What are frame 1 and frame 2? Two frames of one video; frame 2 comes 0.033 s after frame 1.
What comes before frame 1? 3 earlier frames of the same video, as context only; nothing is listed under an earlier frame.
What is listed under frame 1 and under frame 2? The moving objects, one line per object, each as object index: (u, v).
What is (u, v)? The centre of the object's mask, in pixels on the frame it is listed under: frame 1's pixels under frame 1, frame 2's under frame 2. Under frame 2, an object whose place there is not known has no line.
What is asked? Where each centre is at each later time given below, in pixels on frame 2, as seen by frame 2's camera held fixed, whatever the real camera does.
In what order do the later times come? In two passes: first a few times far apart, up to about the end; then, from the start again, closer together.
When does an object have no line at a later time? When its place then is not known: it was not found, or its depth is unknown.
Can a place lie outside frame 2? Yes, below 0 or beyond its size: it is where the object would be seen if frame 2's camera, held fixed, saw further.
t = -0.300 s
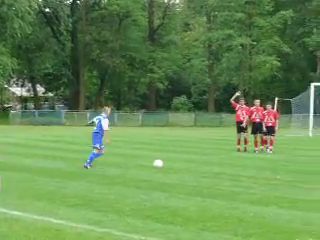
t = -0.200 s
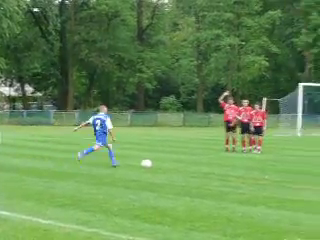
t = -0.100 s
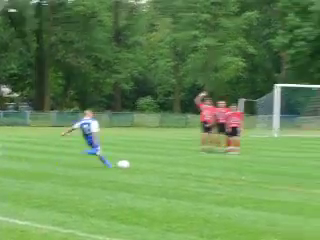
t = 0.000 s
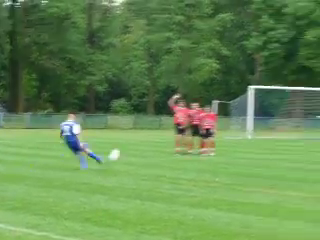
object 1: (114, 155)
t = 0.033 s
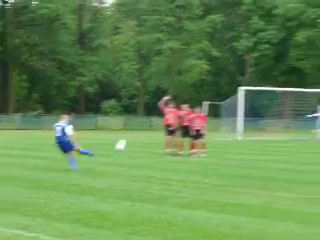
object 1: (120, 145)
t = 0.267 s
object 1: (206, 91)
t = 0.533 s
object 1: (265, 62)
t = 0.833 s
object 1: (302, 55)
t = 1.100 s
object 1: (319, 67)
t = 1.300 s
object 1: (326, 82)
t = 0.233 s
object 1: (197, 96)
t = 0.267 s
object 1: (206, 91)
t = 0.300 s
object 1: (216, 86)
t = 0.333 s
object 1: (224, 81)
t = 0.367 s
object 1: (232, 77)
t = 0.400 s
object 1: (240, 73)
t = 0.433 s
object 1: (247, 70)
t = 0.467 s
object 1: (253, 67)
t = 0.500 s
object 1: (259, 64)
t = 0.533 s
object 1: (265, 62)
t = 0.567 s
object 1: (270, 60)
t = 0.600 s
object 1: (275, 59)
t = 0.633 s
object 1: (280, 58)
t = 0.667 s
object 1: (284, 57)
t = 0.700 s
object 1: (288, 56)
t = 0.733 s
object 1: (291, 55)
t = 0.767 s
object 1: (295, 55)
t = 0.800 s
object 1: (298, 55)
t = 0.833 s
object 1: (302, 55)
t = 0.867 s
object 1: (305, 56)
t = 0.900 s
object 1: (307, 57)
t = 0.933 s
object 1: (310, 58)
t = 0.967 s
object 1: (312, 59)
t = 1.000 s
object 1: (313, 61)
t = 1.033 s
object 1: (316, 62)
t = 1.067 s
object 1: (318, 64)
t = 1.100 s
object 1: (319, 67)
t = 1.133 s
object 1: (321, 69)
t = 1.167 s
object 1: (322, 71)
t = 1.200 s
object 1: (323, 74)
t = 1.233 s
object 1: (324, 76)
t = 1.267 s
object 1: (325, 79)
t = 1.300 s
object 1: (326, 82)
